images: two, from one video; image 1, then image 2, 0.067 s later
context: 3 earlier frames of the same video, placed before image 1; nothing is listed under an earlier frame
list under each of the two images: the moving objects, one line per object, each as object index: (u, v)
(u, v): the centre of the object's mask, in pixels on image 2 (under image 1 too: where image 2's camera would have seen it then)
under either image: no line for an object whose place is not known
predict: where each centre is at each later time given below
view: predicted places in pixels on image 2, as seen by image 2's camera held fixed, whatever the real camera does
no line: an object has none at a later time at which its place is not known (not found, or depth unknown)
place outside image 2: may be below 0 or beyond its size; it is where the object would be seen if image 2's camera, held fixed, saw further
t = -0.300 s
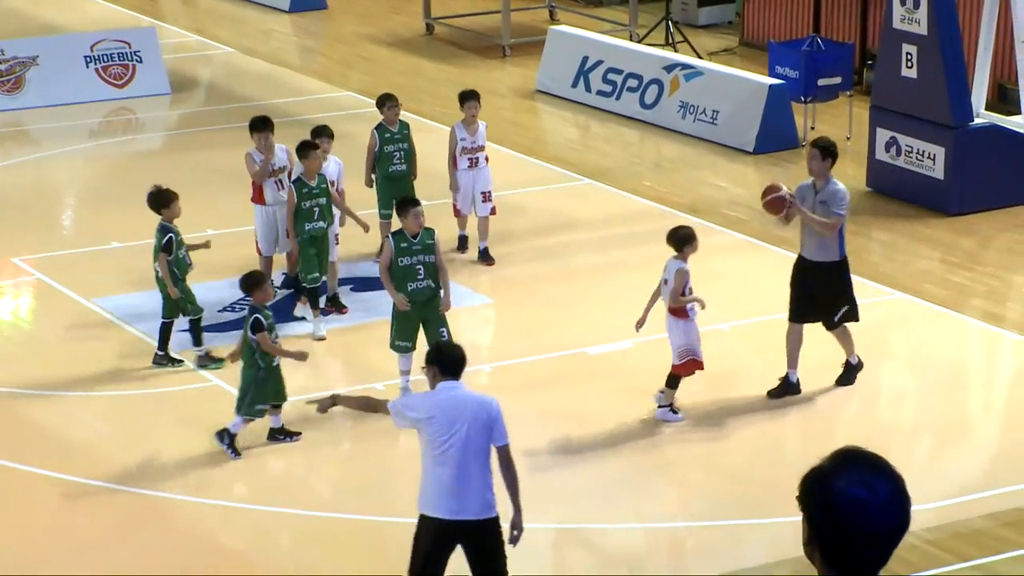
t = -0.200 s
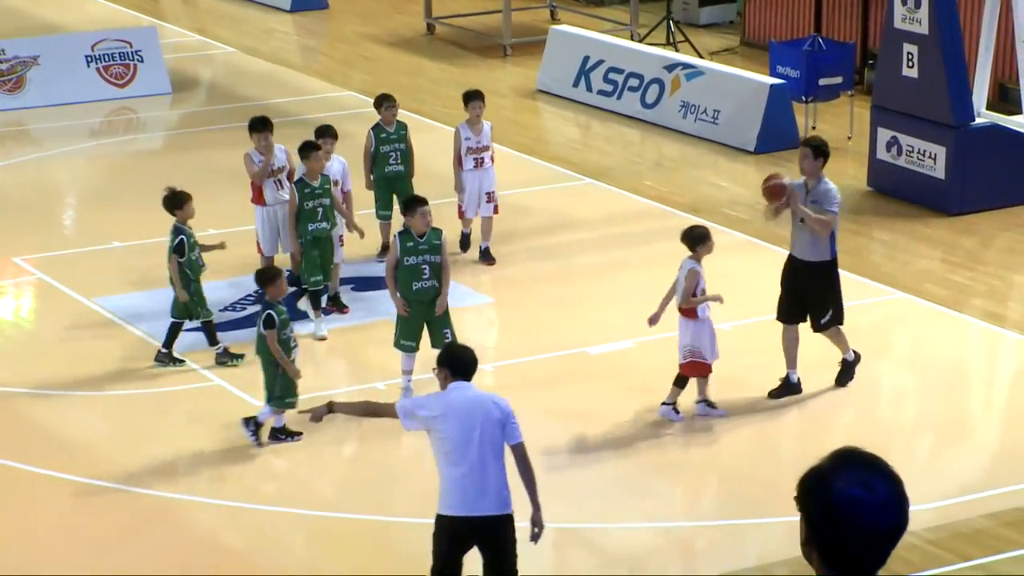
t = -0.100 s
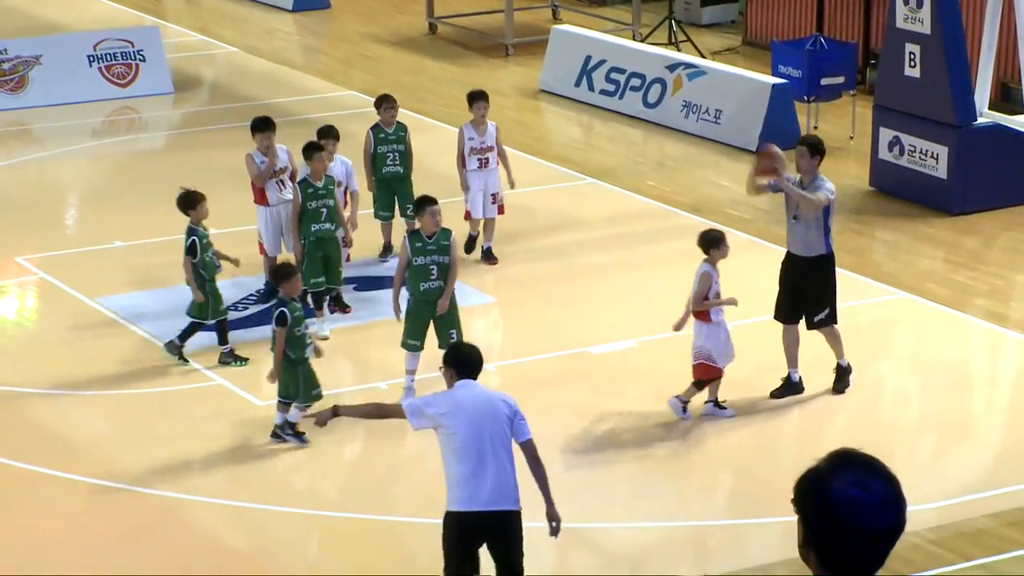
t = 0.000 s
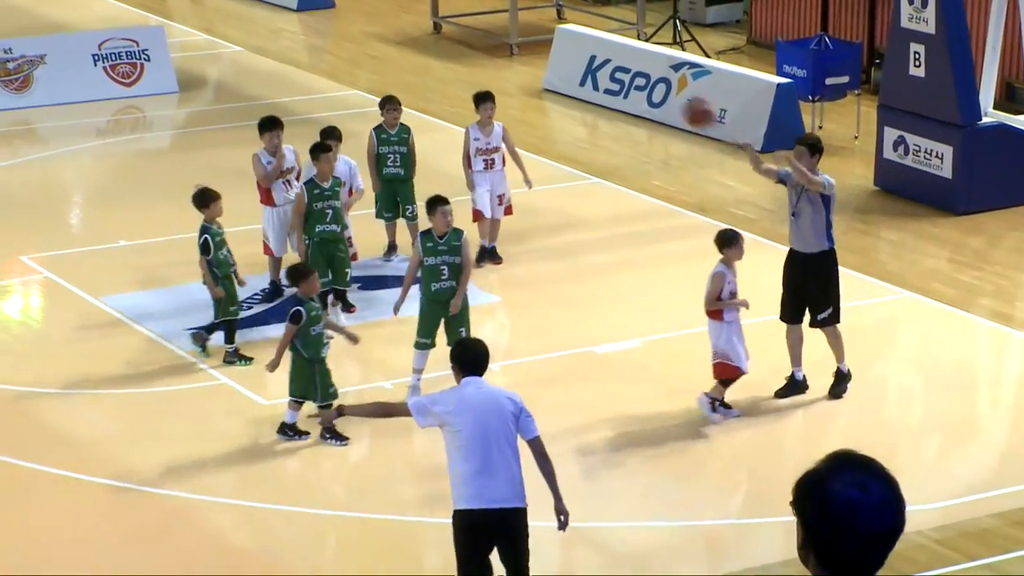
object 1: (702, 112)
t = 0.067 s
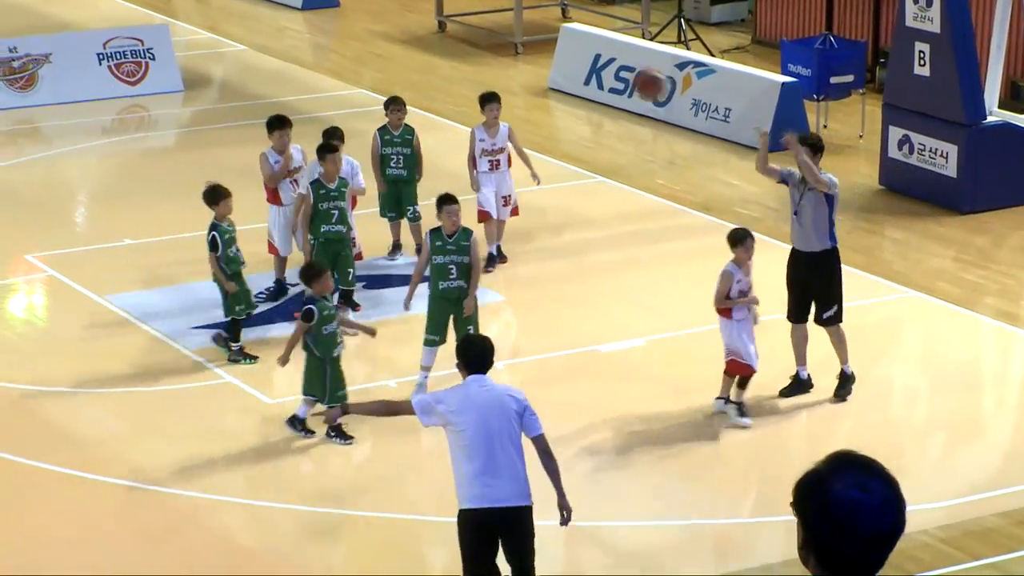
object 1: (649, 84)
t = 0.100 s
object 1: (619, 74)
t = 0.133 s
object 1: (592, 62)
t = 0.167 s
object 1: (566, 54)
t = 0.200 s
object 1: (539, 46)
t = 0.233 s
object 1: (512, 39)
